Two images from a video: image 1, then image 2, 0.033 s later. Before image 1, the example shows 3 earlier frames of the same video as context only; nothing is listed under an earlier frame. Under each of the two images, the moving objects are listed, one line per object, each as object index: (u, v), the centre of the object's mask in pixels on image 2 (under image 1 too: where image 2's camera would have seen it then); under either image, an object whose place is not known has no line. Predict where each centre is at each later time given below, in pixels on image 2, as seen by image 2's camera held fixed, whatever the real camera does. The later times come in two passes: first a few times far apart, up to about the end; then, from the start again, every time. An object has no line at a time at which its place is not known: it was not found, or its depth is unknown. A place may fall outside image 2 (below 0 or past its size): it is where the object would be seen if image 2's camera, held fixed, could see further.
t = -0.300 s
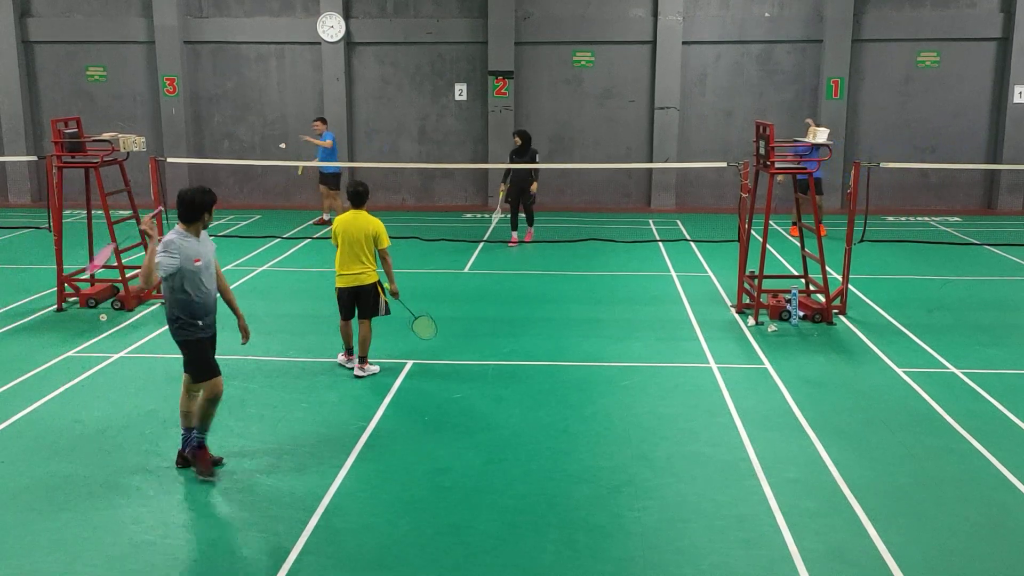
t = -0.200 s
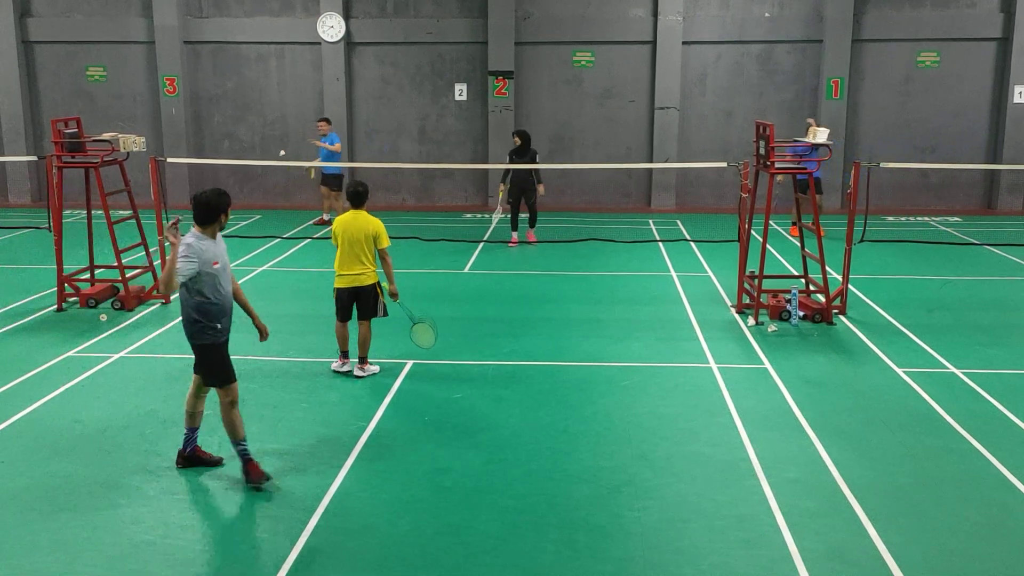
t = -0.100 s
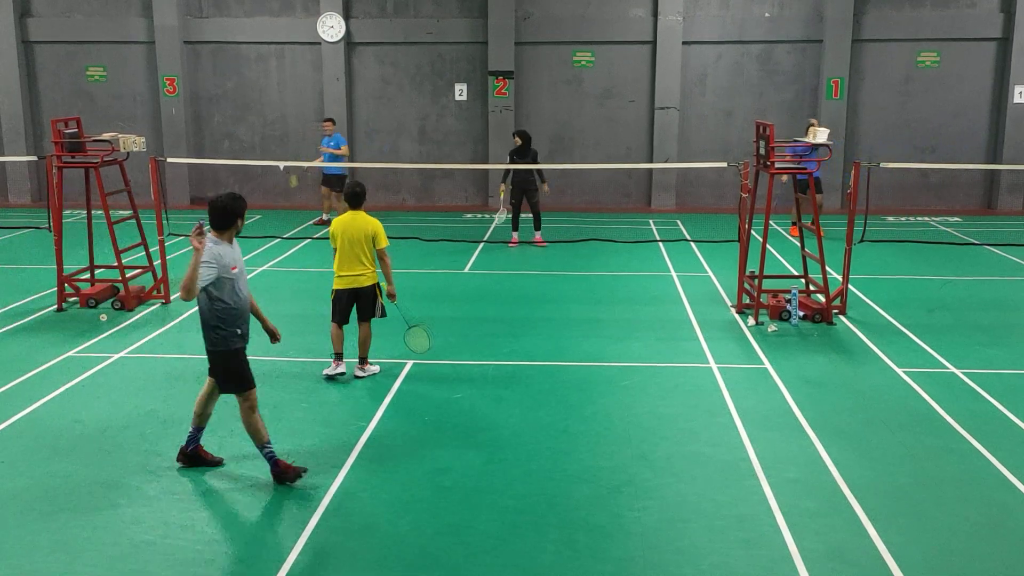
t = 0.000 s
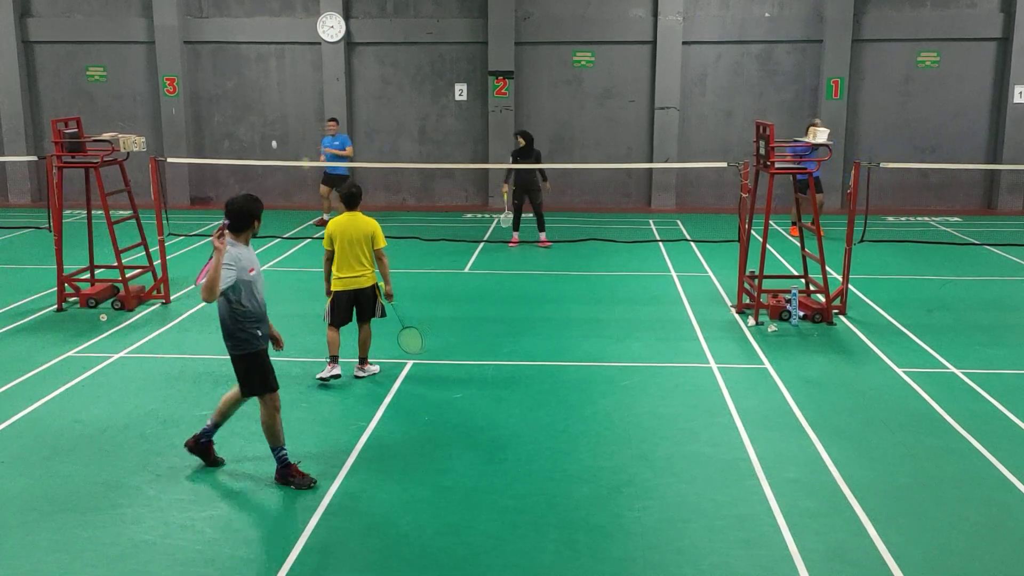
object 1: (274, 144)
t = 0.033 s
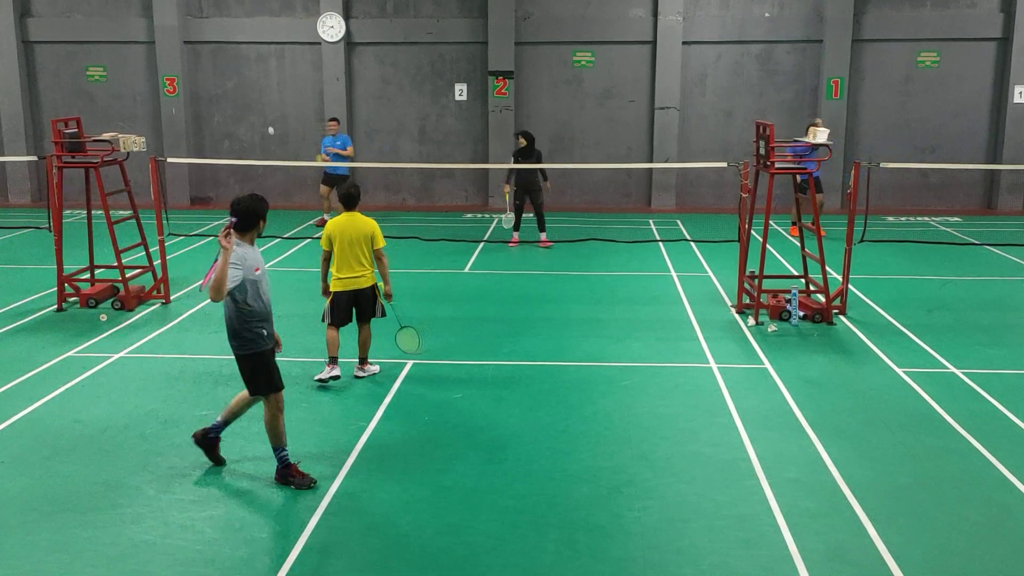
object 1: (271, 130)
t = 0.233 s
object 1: (253, 73)
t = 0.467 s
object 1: (234, 56)
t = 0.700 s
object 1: (218, 92)
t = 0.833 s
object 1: (210, 138)
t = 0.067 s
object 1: (267, 118)
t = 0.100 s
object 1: (265, 107)
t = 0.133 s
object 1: (262, 97)
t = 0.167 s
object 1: (257, 87)
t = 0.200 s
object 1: (256, 80)
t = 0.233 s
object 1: (253, 73)
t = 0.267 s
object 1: (250, 68)
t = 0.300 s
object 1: (248, 63)
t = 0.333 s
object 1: (245, 59)
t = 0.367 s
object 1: (242, 57)
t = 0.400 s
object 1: (240, 55)
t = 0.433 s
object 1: (237, 55)
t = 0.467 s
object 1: (234, 56)
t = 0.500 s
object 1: (232, 58)
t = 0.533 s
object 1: (229, 60)
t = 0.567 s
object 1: (227, 64)
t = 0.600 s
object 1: (224, 69)
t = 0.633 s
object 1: (222, 75)
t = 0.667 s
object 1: (220, 83)
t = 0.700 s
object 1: (218, 92)
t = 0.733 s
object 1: (215, 102)
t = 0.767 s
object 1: (213, 112)
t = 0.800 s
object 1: (212, 125)
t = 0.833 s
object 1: (210, 138)
